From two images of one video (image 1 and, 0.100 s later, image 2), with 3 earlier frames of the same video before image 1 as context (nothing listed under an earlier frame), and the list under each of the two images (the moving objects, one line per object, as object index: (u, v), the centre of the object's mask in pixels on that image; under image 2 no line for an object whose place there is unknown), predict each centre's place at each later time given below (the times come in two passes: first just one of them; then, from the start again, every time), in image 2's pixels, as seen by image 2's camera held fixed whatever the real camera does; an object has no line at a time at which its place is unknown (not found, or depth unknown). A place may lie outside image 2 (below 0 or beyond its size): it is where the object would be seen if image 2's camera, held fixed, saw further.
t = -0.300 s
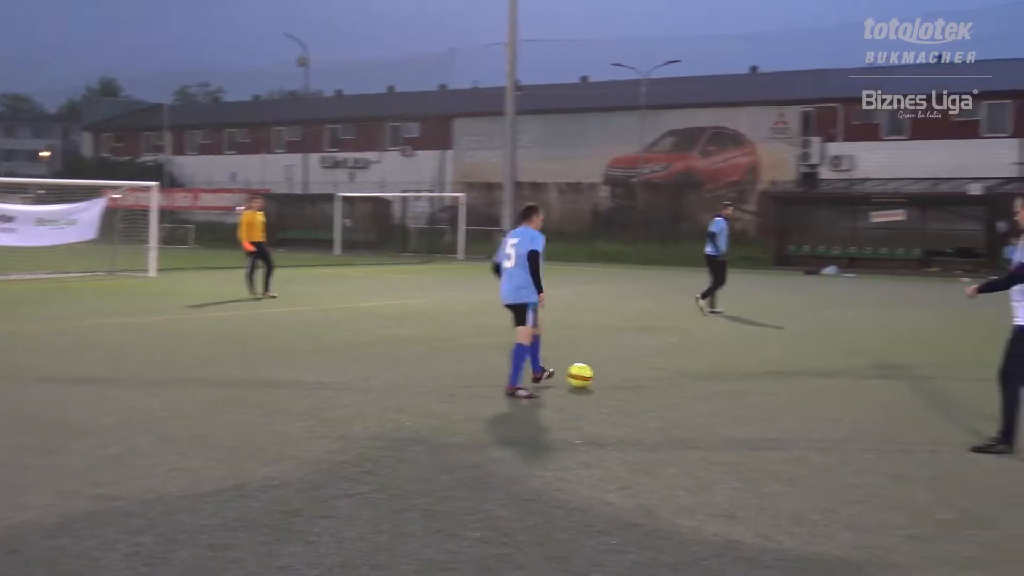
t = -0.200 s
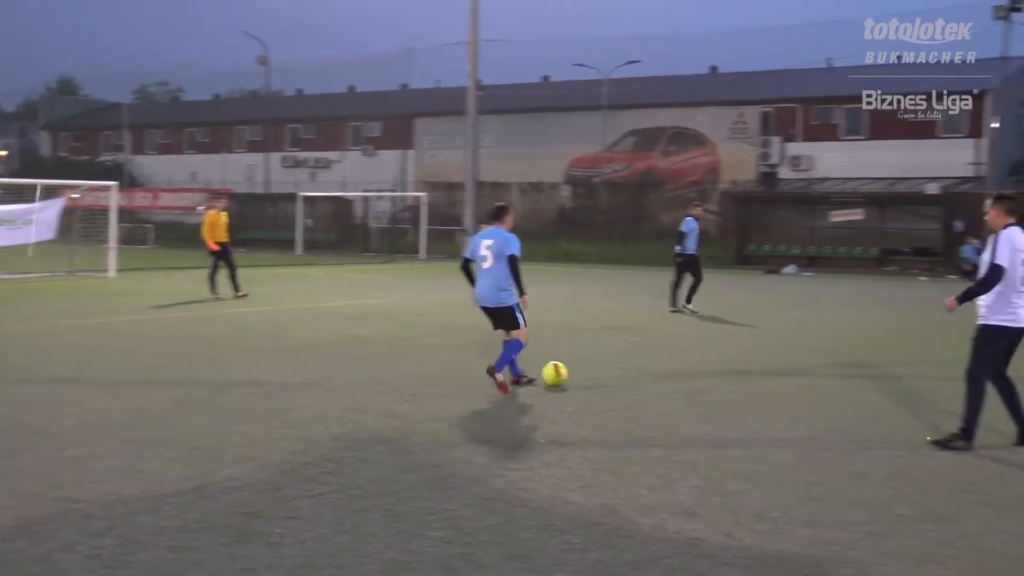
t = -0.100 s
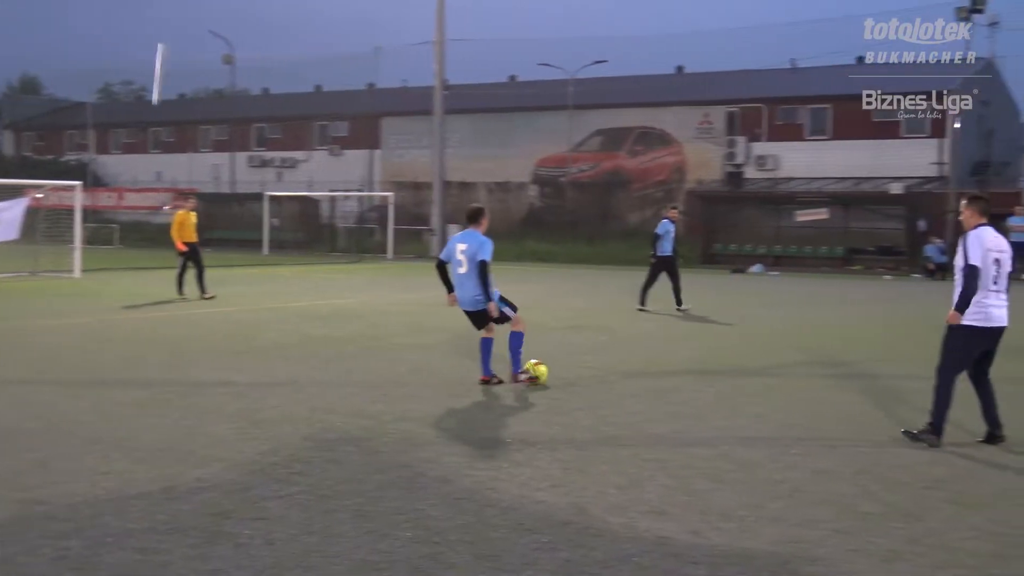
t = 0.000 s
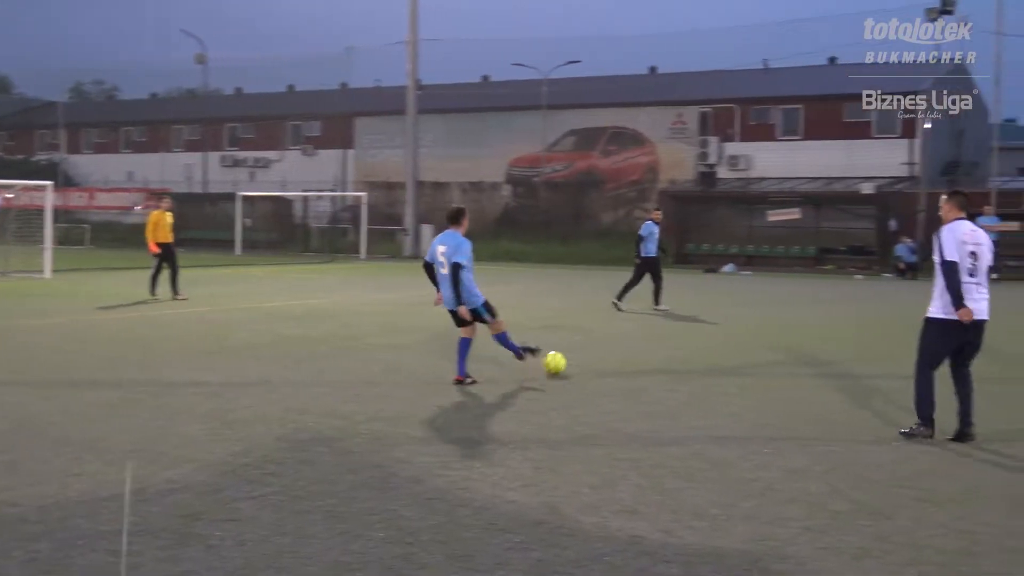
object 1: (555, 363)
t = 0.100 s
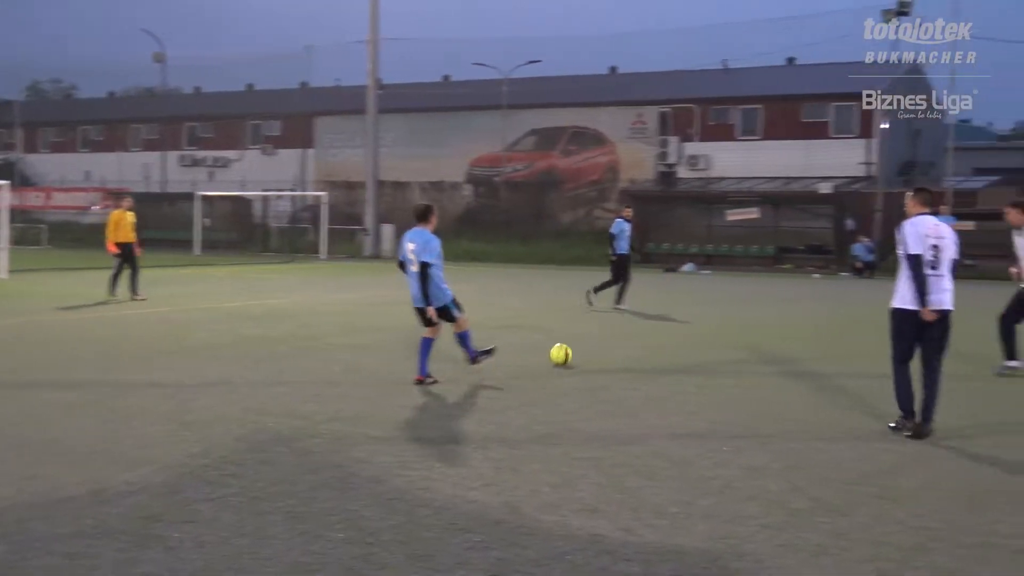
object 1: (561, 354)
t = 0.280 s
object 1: (626, 341)
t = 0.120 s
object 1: (569, 352)
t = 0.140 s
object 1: (577, 350)
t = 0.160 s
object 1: (585, 349)
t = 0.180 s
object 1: (593, 348)
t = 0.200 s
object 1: (600, 347)
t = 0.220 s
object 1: (607, 345)
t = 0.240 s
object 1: (614, 344)
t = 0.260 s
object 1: (620, 343)
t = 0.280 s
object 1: (626, 341)
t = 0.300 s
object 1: (632, 340)
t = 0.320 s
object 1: (638, 339)
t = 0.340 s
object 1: (643, 337)
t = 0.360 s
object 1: (649, 337)
